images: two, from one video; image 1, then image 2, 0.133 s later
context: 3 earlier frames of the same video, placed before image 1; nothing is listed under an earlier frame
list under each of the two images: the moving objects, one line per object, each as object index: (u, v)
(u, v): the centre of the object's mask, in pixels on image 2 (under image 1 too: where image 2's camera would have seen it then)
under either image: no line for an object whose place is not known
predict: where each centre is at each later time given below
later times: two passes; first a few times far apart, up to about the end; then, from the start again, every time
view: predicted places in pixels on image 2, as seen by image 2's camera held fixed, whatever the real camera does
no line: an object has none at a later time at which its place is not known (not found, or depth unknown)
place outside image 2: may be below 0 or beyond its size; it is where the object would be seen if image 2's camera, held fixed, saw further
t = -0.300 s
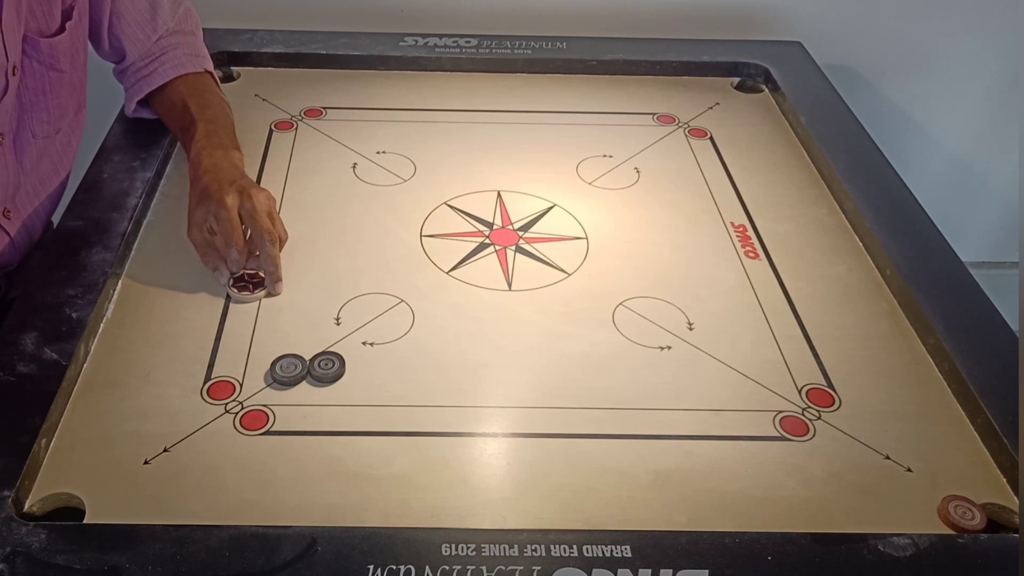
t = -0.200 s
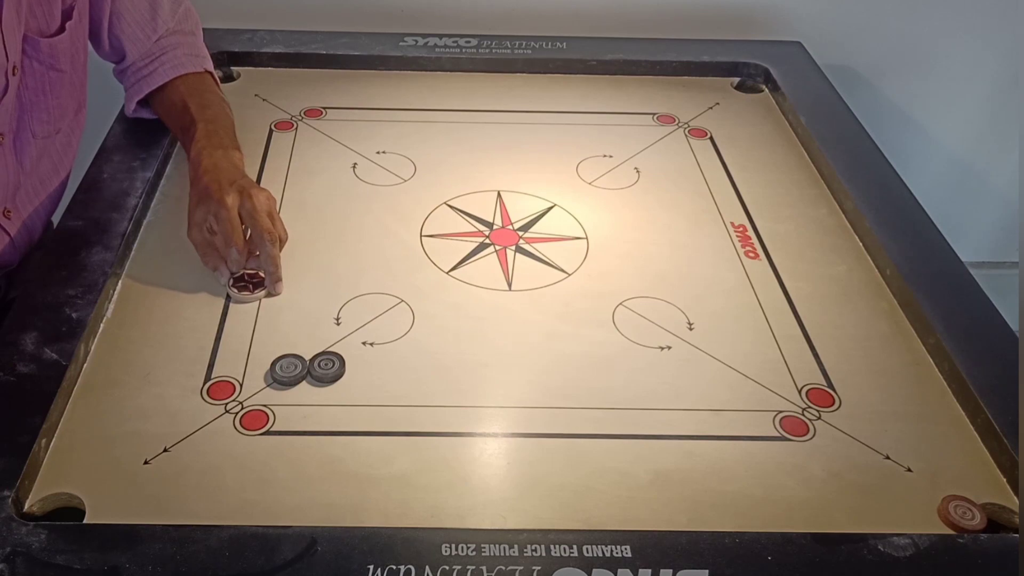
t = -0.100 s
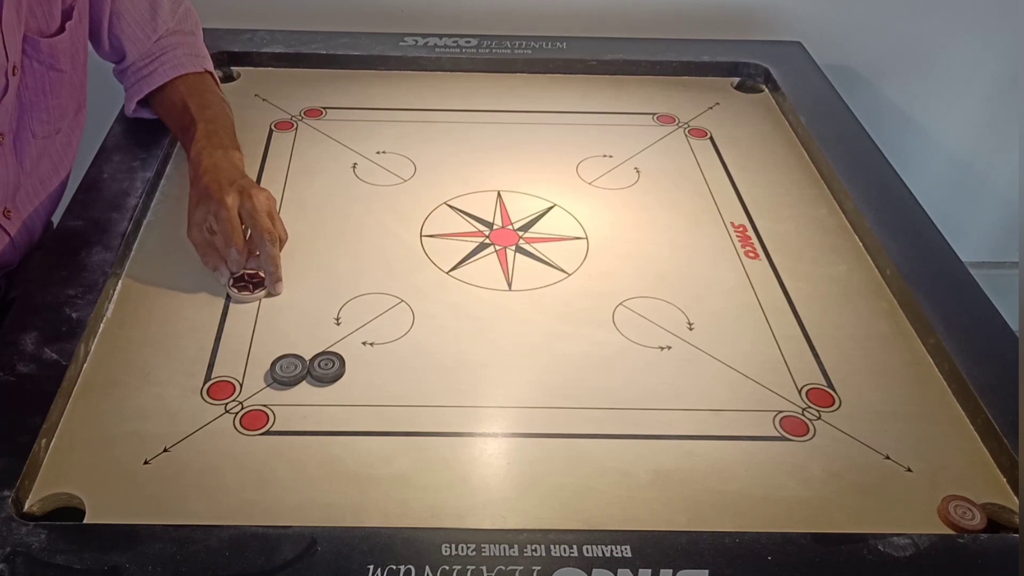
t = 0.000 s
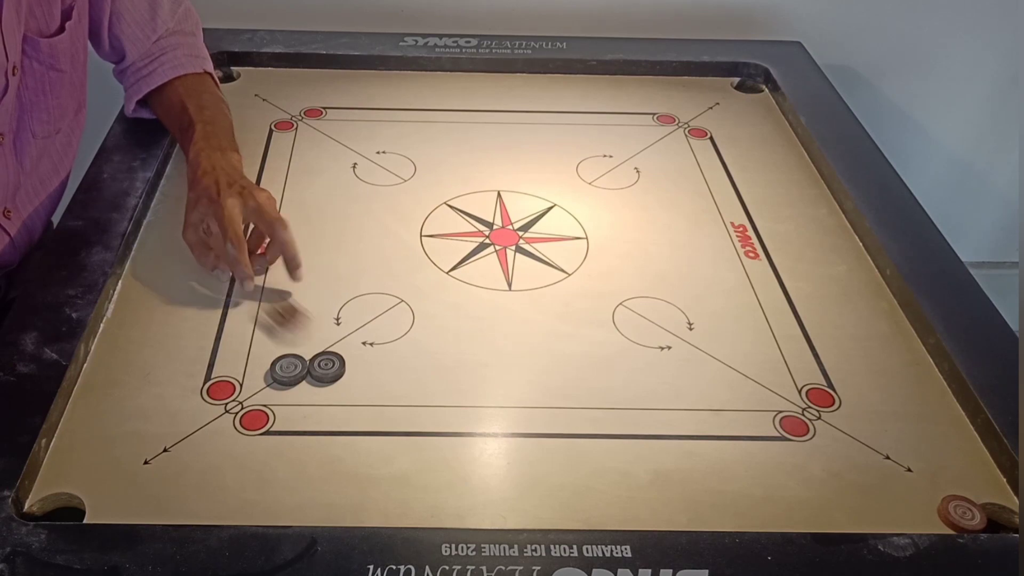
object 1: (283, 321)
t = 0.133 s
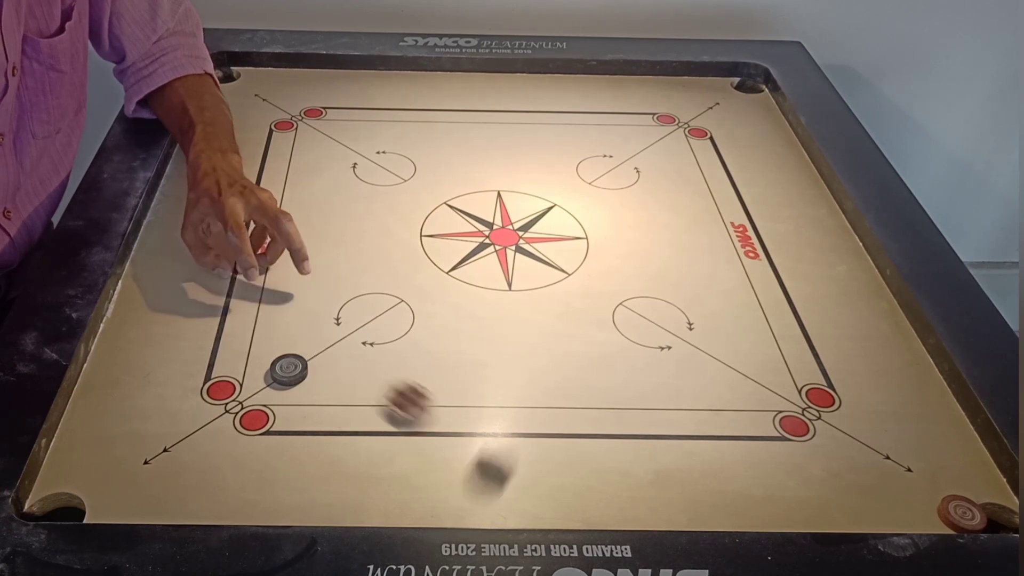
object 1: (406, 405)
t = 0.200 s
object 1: (472, 446)
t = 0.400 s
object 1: (657, 482)
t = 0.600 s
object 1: (767, 393)
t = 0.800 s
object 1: (847, 342)
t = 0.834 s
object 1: (857, 335)
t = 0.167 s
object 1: (438, 426)
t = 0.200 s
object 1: (472, 446)
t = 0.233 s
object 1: (507, 468)
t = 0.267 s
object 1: (544, 493)
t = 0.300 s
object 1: (579, 509)
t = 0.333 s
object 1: (611, 511)
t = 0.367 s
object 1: (635, 499)
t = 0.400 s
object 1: (657, 482)
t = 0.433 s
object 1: (678, 466)
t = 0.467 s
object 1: (699, 449)
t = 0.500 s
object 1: (718, 434)
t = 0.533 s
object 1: (735, 419)
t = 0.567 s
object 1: (751, 407)
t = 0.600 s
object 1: (767, 393)
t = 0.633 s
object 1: (781, 383)
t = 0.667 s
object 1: (796, 374)
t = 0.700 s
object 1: (811, 366)
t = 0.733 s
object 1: (824, 358)
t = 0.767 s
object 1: (835, 350)
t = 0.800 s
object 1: (847, 342)
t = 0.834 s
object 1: (857, 335)
